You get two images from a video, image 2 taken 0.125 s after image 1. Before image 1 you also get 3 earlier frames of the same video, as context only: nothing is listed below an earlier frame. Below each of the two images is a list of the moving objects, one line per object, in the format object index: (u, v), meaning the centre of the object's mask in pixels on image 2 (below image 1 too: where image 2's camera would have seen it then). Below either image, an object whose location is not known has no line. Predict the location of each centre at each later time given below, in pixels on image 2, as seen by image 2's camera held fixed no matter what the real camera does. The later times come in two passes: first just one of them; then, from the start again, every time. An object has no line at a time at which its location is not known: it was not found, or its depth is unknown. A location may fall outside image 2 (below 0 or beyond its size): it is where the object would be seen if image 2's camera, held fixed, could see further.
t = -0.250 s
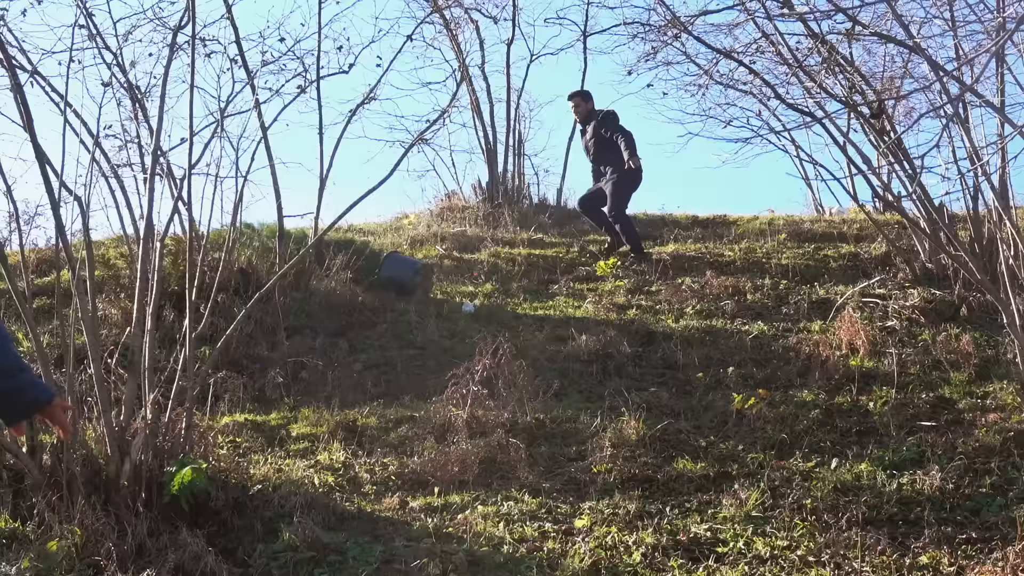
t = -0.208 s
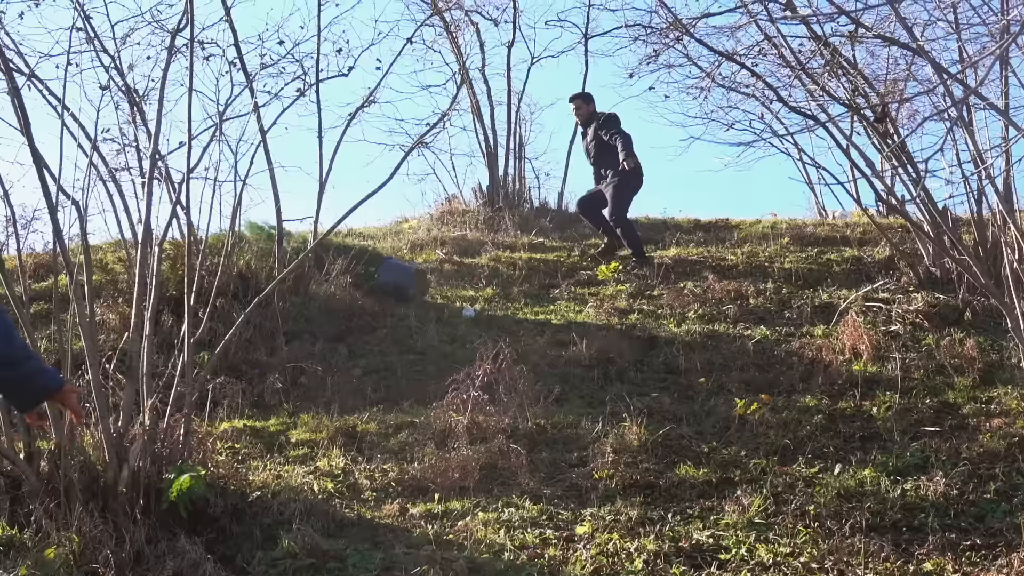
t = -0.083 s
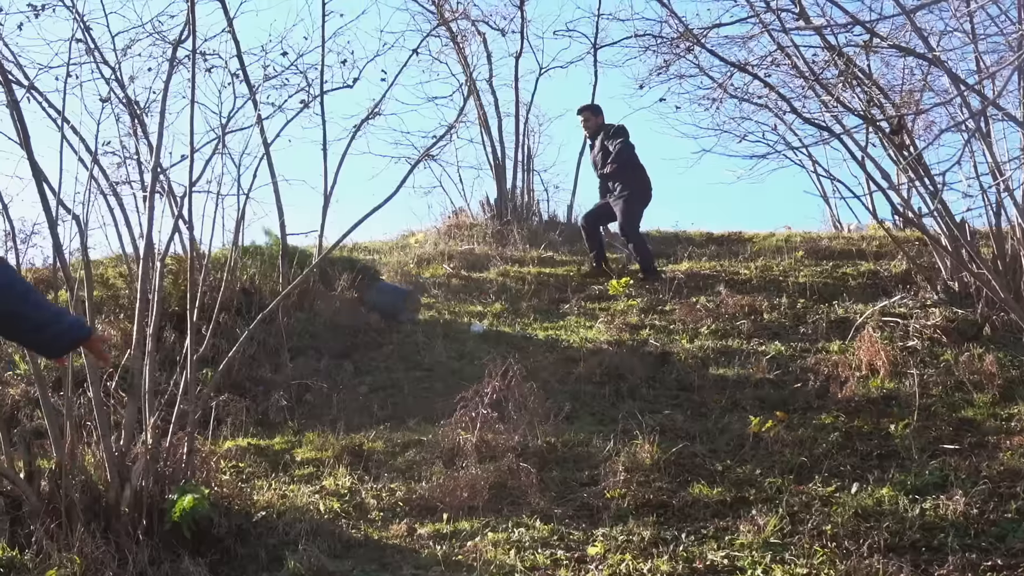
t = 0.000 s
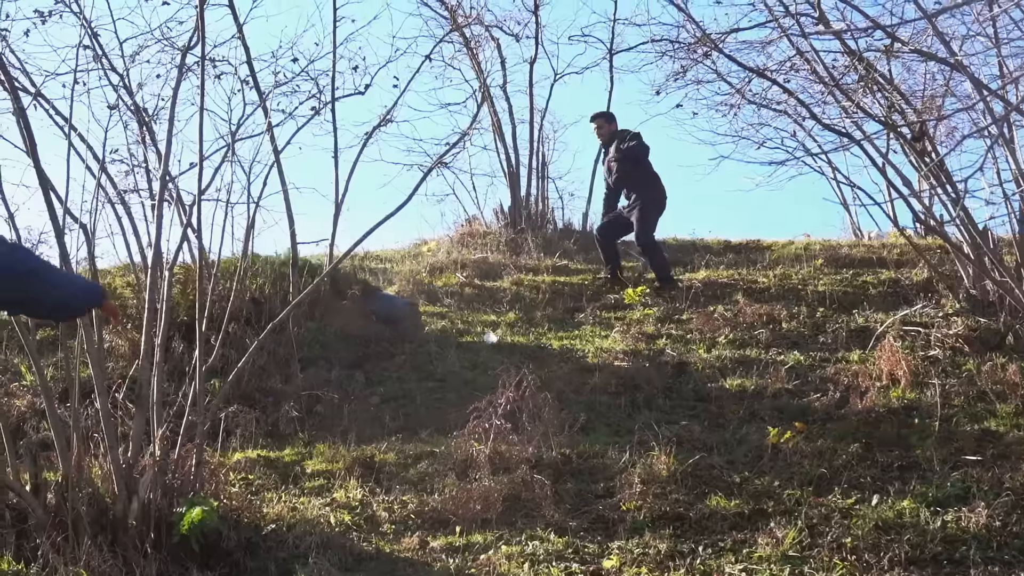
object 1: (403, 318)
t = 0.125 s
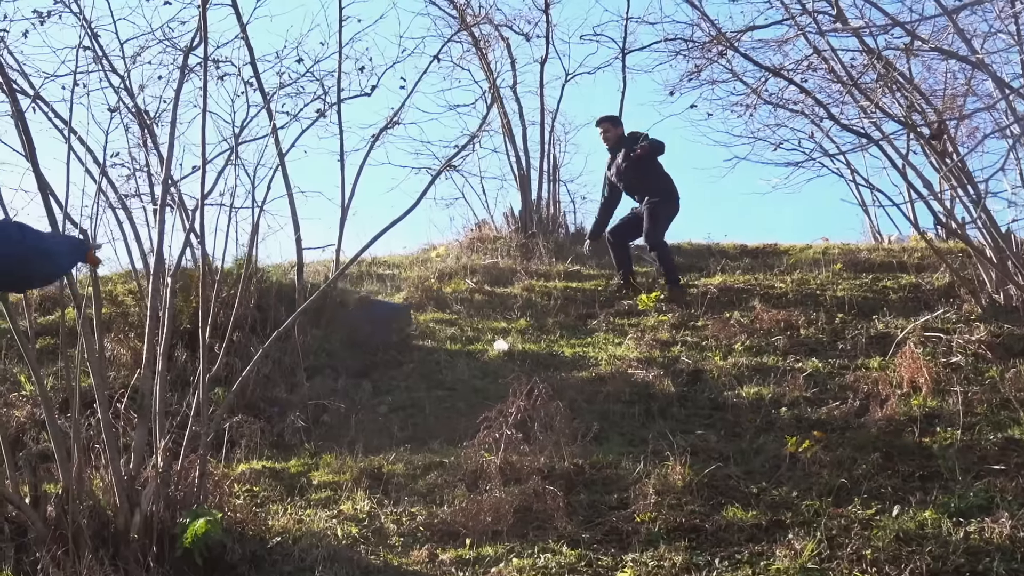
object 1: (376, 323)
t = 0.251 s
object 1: (367, 317)
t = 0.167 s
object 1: (373, 322)
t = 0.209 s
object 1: (369, 316)
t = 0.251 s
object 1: (367, 317)
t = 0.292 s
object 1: (358, 315)
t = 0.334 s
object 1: (351, 317)
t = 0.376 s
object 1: (347, 318)
